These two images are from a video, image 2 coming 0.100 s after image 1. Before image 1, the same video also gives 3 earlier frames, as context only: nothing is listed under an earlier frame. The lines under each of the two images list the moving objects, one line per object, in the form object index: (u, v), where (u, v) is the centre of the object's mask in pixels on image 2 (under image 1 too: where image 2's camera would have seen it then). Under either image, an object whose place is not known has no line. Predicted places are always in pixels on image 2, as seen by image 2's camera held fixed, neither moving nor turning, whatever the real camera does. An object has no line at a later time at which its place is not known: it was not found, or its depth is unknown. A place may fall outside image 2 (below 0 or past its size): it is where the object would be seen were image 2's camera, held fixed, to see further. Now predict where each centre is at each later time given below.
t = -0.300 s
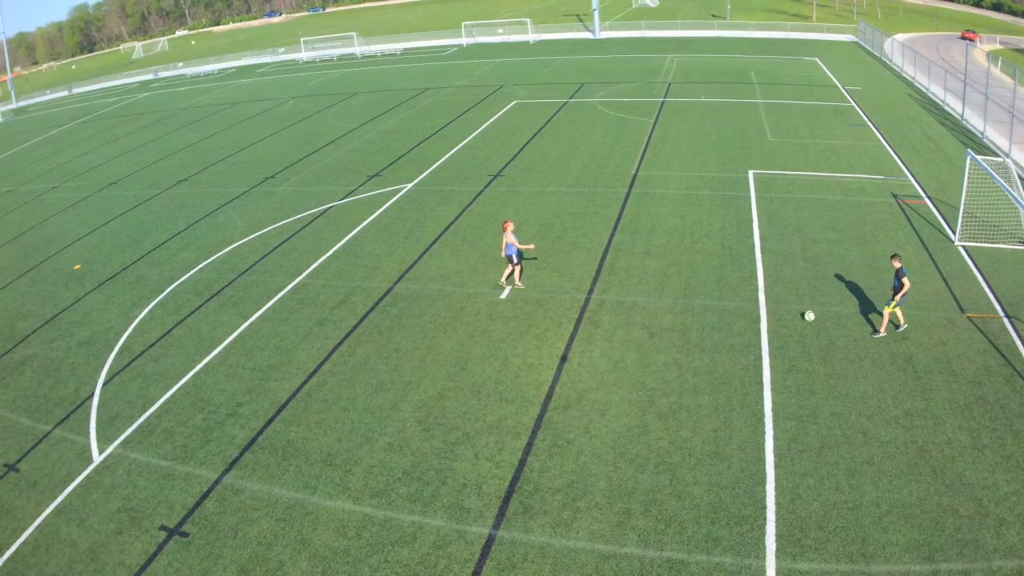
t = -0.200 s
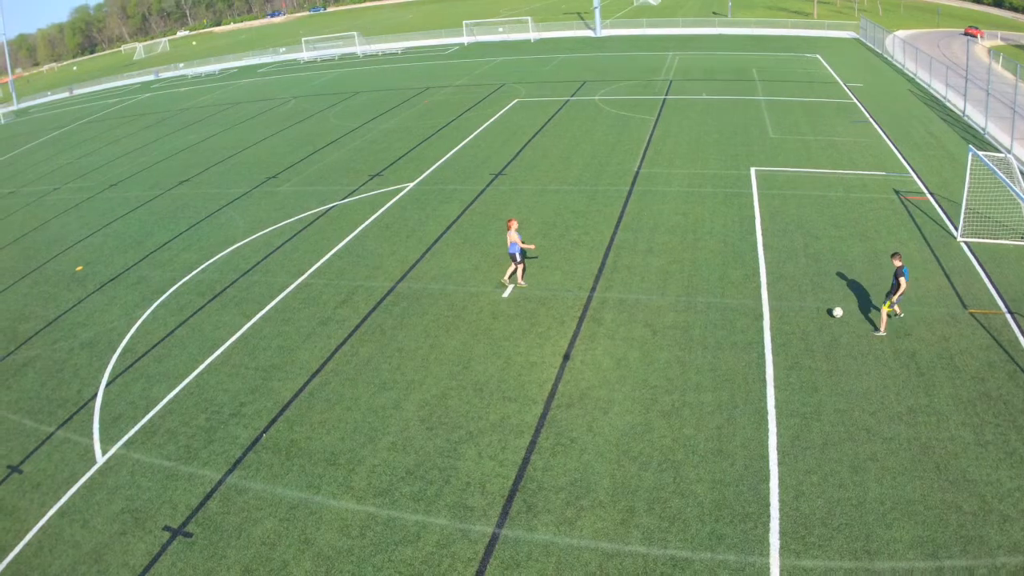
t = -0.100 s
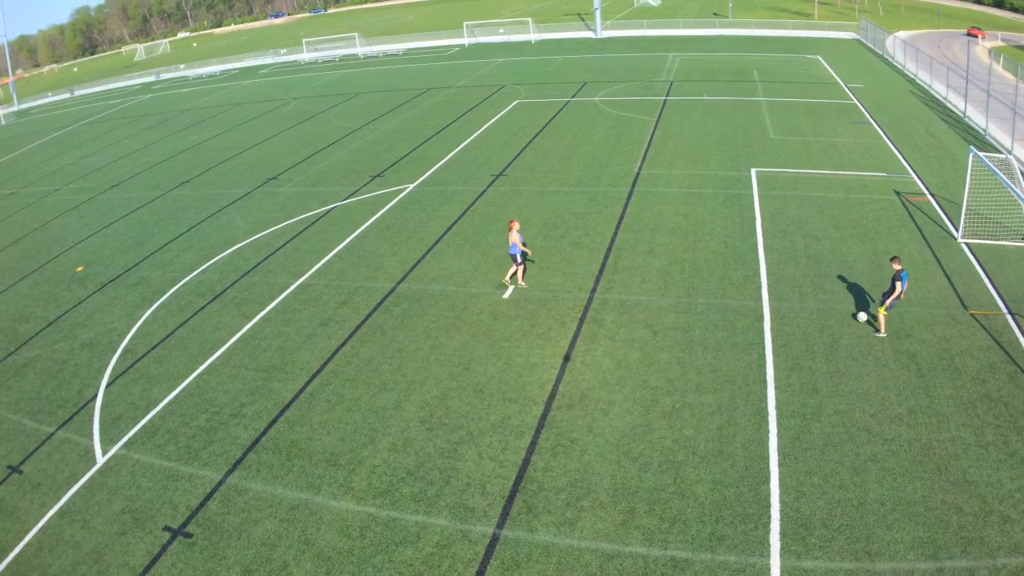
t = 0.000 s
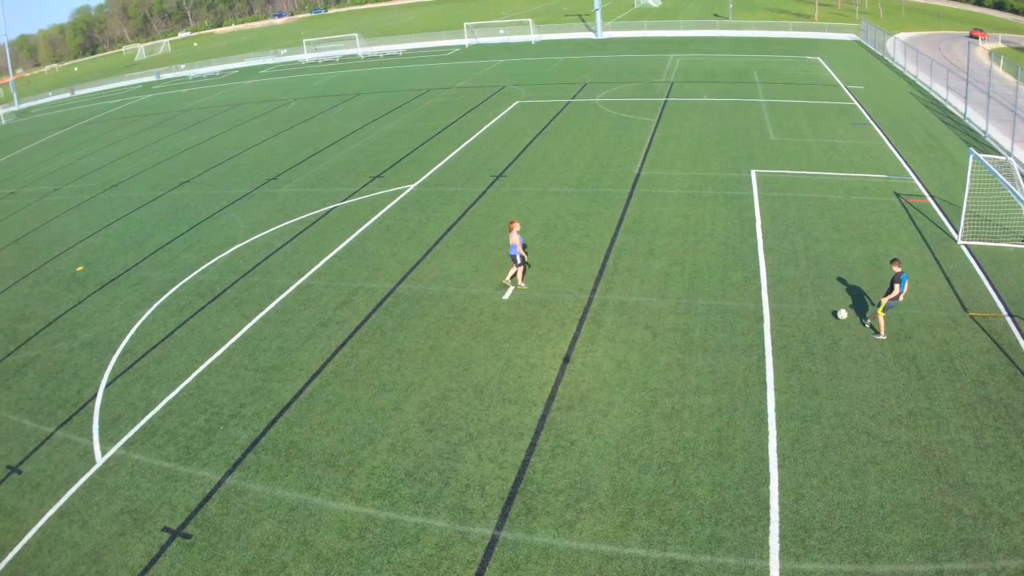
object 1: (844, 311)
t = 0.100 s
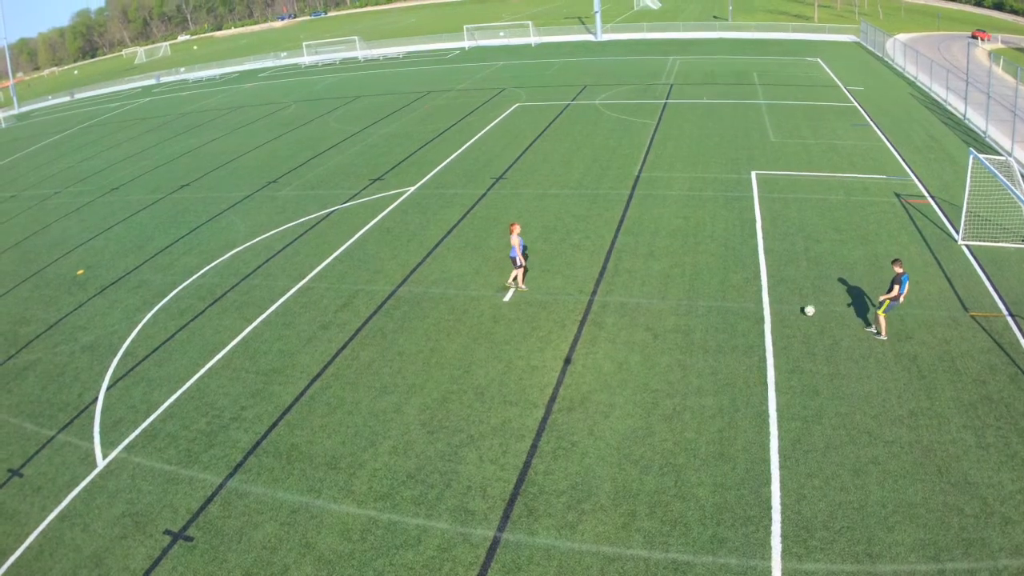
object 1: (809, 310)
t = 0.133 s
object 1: (800, 311)
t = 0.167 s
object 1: (793, 309)
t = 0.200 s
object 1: (783, 308)
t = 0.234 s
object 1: (775, 307)
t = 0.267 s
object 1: (769, 304)
